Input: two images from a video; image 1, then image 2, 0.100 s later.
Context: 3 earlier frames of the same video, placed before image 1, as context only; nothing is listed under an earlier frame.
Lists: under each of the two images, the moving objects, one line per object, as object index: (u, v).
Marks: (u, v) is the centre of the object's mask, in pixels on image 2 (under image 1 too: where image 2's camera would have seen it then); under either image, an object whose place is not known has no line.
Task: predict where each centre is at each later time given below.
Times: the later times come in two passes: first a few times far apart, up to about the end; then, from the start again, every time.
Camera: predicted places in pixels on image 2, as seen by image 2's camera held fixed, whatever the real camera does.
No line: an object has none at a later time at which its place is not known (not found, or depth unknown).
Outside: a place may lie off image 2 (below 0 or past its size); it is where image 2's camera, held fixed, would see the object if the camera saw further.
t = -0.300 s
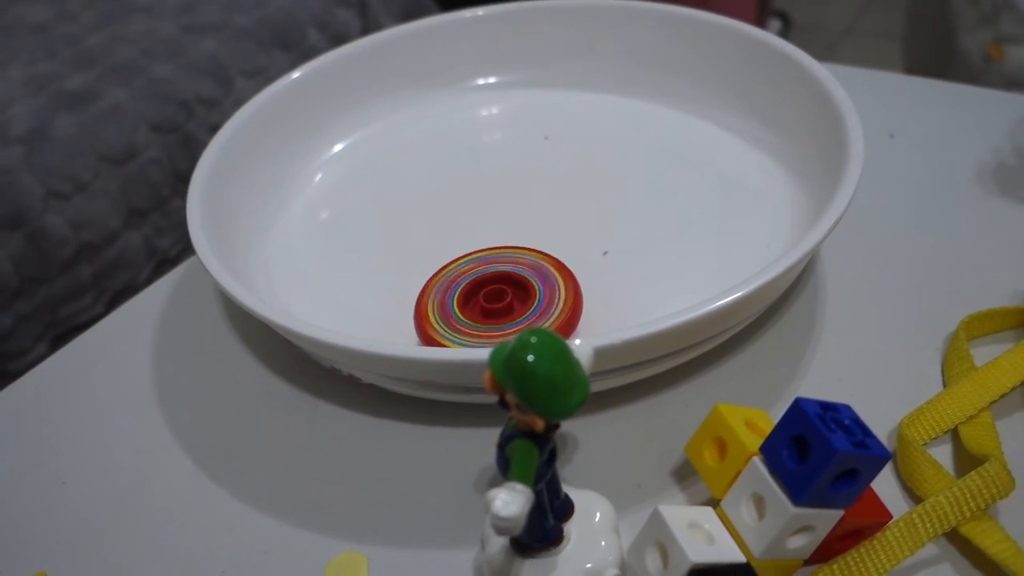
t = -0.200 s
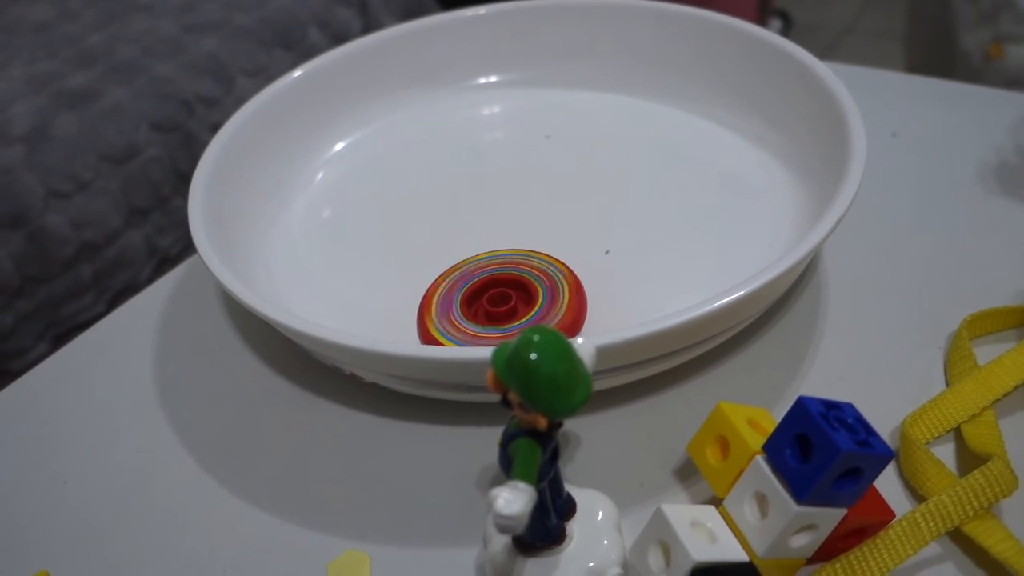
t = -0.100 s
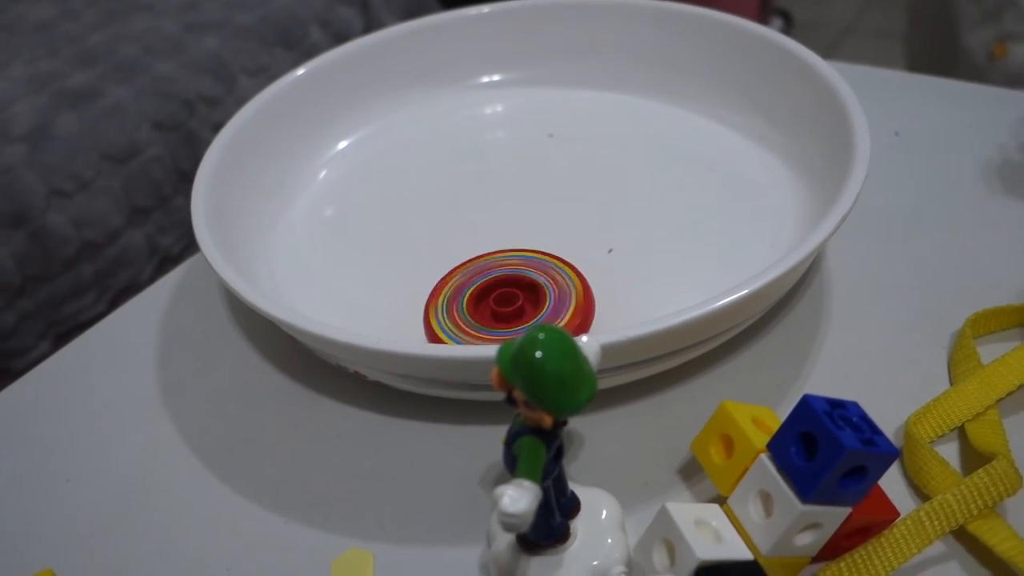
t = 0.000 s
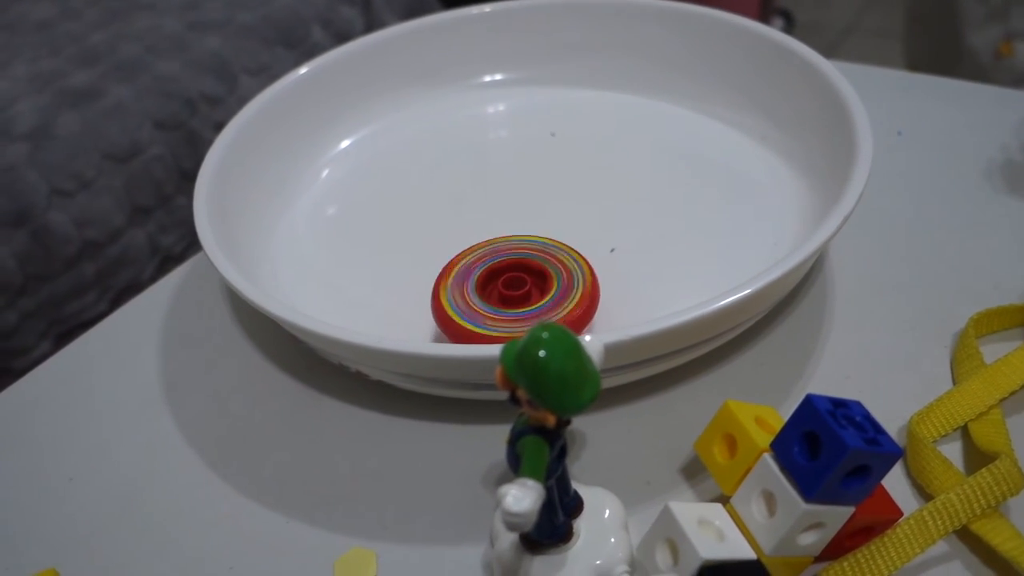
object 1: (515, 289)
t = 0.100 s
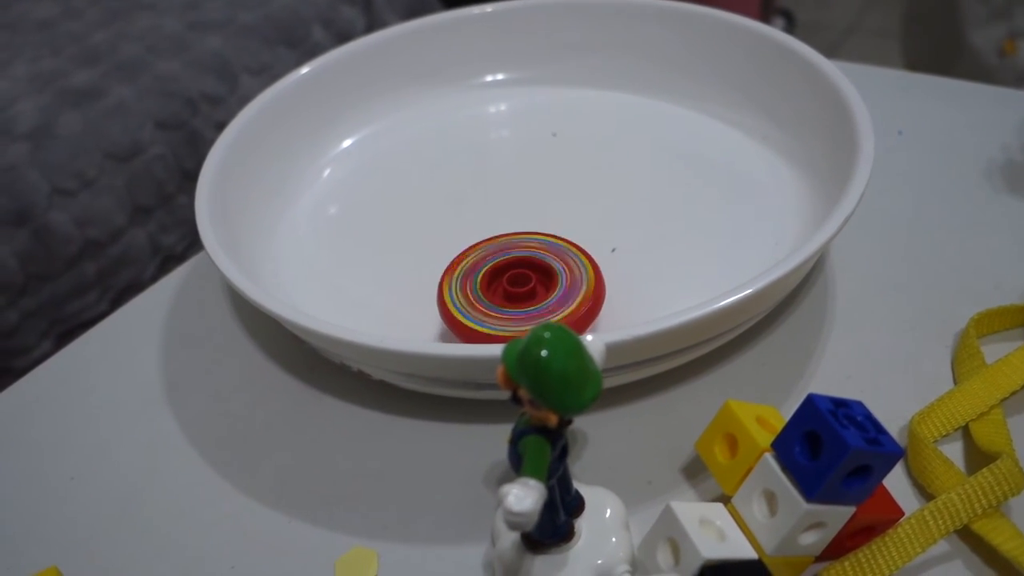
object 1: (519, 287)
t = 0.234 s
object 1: (523, 285)
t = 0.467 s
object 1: (534, 284)
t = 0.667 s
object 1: (542, 286)
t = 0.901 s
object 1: (548, 290)
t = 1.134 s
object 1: (549, 289)
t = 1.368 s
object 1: (550, 287)
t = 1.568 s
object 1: (553, 287)
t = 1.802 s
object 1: (555, 289)
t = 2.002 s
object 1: (555, 291)
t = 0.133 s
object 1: (520, 287)
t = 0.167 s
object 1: (521, 286)
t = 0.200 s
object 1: (522, 286)
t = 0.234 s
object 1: (523, 285)
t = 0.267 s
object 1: (525, 285)
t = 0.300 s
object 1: (527, 285)
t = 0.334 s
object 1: (528, 284)
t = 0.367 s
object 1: (529, 284)
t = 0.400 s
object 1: (530, 284)
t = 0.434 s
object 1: (532, 284)
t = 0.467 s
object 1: (534, 284)
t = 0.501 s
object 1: (536, 284)
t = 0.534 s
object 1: (537, 284)
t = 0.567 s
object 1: (538, 285)
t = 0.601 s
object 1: (539, 285)
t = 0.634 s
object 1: (540, 286)
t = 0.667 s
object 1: (542, 286)
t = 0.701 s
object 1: (543, 286)
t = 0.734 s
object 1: (544, 287)
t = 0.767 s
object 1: (545, 287)
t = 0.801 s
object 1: (545, 288)
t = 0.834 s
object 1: (546, 289)
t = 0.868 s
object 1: (548, 290)
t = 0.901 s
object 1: (548, 290)
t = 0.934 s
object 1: (548, 291)
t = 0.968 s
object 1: (548, 292)
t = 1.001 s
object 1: (548, 293)
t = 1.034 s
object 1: (549, 293)
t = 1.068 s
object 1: (549, 293)
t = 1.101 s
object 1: (549, 290)
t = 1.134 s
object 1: (549, 289)
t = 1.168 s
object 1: (549, 288)
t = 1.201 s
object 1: (549, 288)
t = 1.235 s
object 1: (550, 288)
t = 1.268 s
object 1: (550, 287)
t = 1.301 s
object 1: (550, 287)
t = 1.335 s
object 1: (550, 287)
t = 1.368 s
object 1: (550, 287)
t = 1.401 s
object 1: (551, 287)
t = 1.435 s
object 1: (552, 287)
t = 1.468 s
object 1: (552, 287)
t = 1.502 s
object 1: (552, 287)
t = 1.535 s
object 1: (552, 287)
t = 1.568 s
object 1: (553, 287)
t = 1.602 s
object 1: (553, 287)
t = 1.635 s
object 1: (553, 287)
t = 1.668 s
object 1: (553, 288)
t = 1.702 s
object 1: (554, 288)
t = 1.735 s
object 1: (554, 288)
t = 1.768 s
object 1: (555, 289)
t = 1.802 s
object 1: (555, 289)
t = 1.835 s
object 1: (555, 289)
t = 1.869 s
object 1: (555, 289)
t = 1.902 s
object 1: (556, 290)
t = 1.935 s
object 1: (556, 290)
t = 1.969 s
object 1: (556, 290)
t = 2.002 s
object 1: (555, 291)
